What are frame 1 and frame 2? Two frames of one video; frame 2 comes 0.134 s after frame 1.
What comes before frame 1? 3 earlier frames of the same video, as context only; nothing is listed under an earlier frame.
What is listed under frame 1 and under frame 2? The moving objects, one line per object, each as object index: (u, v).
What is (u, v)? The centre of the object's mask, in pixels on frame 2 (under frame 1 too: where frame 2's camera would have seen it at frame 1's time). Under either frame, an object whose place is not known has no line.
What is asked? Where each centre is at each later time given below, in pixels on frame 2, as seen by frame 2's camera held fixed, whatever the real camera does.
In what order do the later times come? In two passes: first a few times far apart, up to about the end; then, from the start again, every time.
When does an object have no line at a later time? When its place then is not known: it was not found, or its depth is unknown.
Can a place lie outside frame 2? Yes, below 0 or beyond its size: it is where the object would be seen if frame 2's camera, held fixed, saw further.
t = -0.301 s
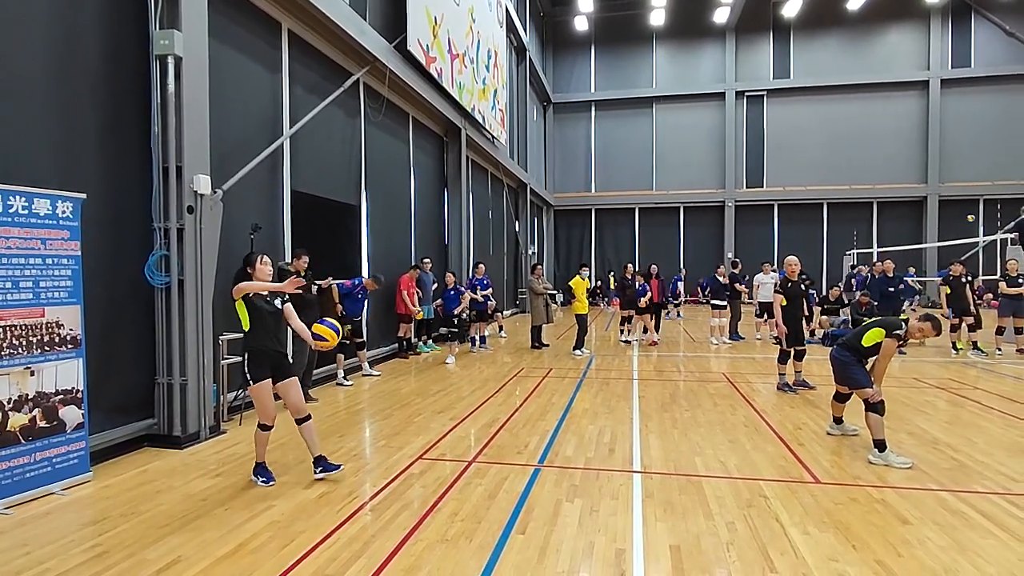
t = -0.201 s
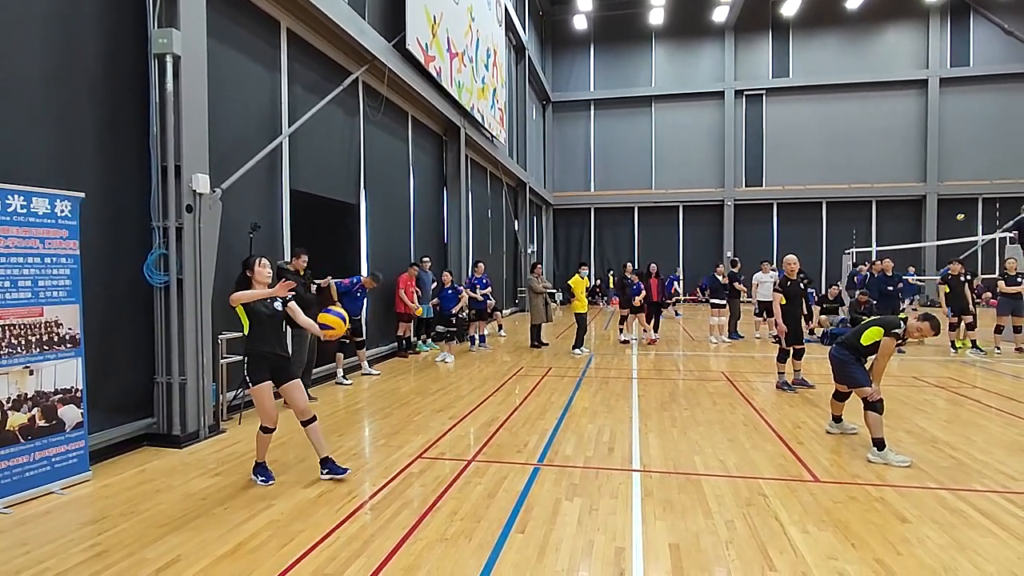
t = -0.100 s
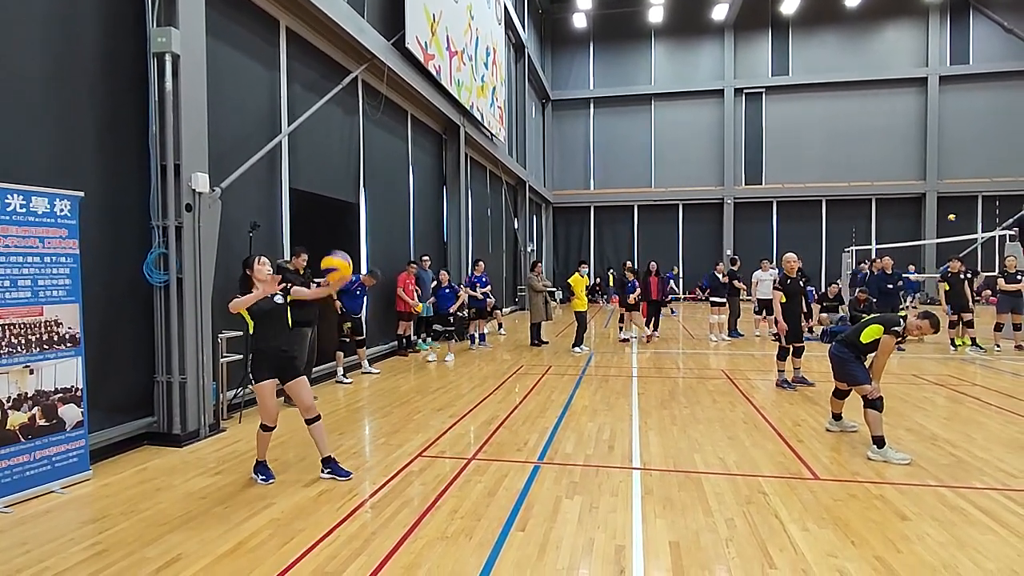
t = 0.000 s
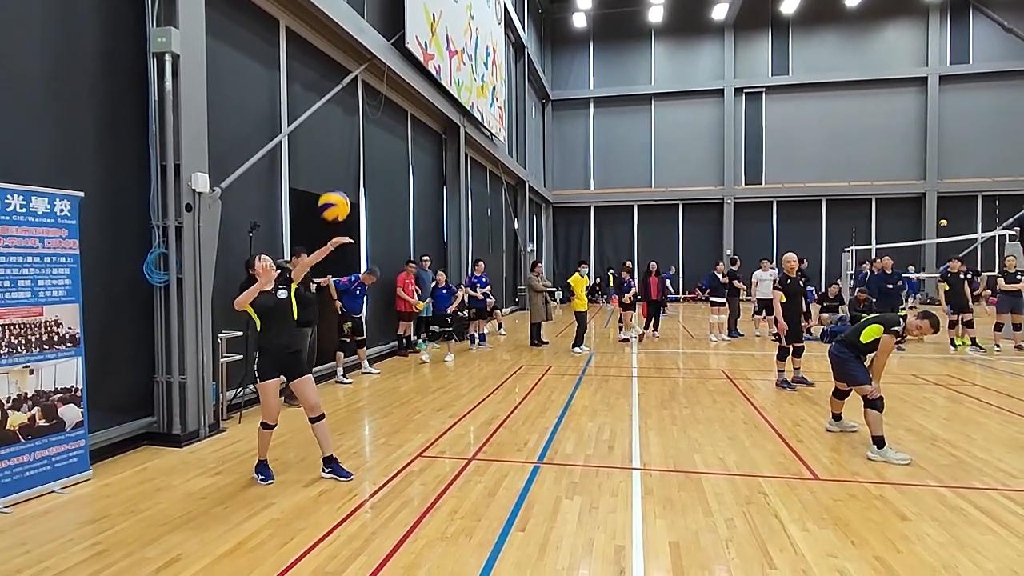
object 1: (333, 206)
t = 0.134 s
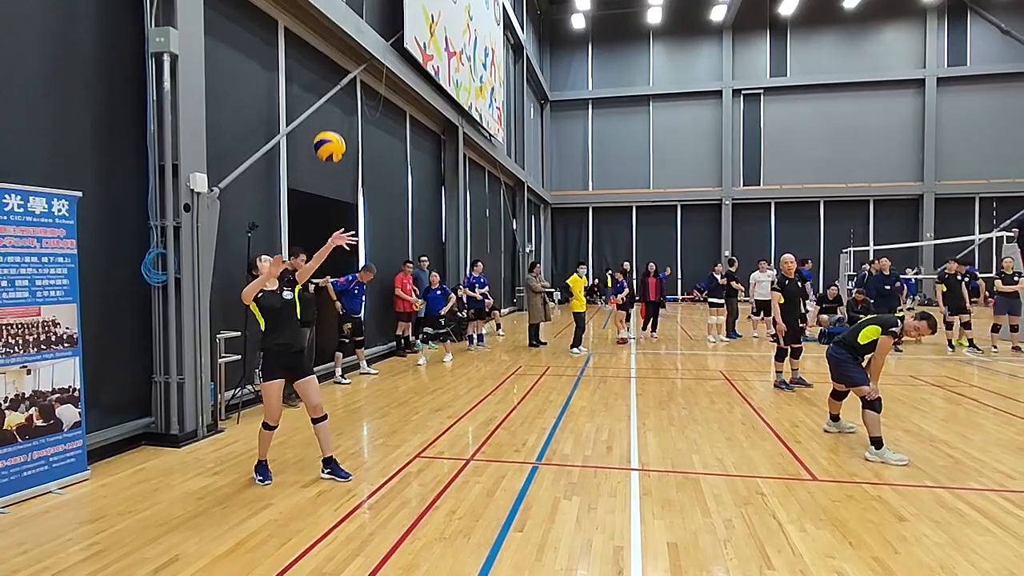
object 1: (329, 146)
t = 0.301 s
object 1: (325, 106)
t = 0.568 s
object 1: (321, 122)
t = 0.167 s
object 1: (328, 135)
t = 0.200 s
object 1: (328, 126)
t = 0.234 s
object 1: (328, 118)
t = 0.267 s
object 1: (326, 111)
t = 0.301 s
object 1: (325, 106)
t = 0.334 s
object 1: (324, 103)
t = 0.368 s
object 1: (324, 101)
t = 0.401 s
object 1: (323, 101)
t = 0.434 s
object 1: (323, 102)
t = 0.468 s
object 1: (322, 104)
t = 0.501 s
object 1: (322, 109)
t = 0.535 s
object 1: (321, 114)
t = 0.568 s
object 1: (321, 122)
